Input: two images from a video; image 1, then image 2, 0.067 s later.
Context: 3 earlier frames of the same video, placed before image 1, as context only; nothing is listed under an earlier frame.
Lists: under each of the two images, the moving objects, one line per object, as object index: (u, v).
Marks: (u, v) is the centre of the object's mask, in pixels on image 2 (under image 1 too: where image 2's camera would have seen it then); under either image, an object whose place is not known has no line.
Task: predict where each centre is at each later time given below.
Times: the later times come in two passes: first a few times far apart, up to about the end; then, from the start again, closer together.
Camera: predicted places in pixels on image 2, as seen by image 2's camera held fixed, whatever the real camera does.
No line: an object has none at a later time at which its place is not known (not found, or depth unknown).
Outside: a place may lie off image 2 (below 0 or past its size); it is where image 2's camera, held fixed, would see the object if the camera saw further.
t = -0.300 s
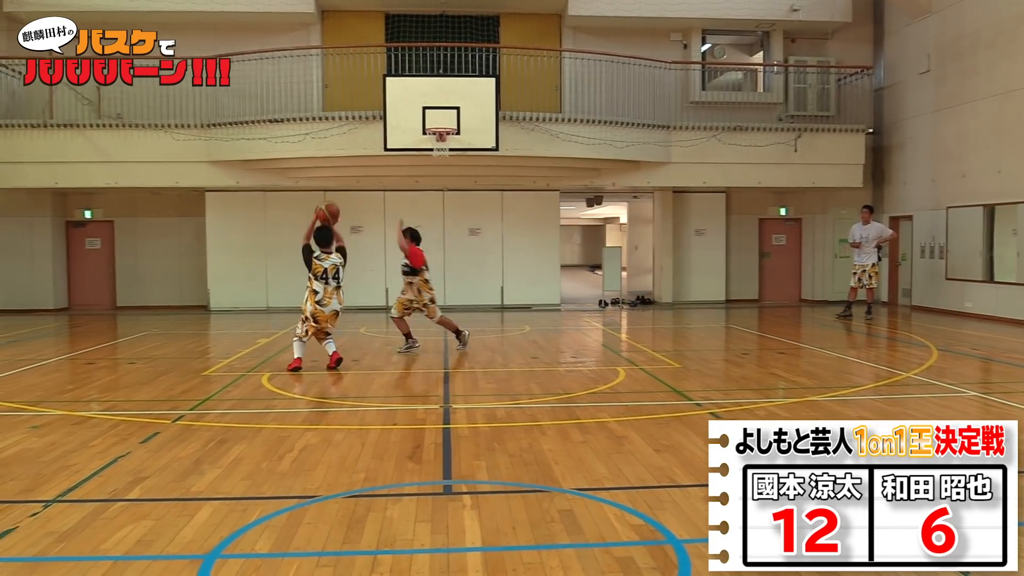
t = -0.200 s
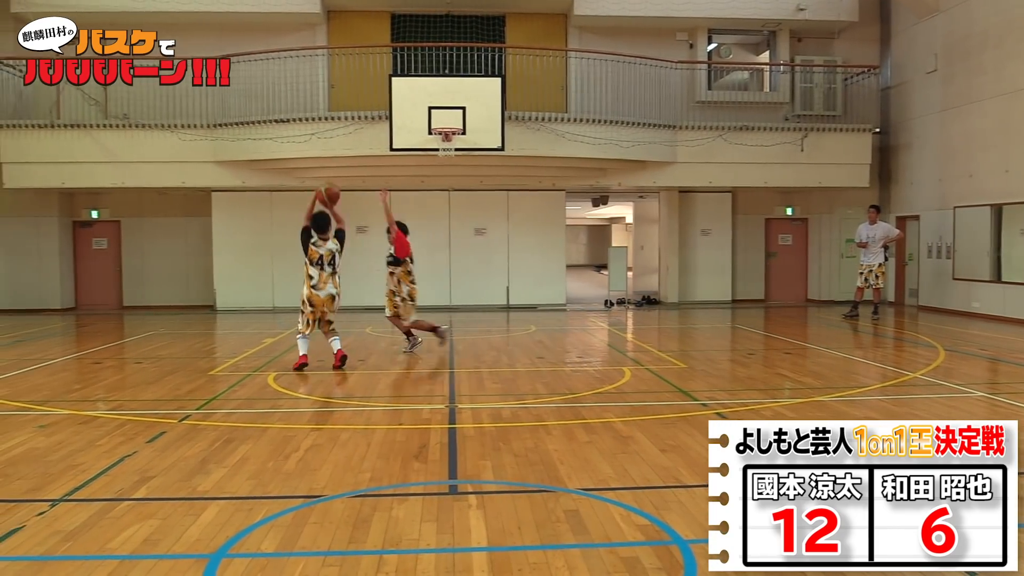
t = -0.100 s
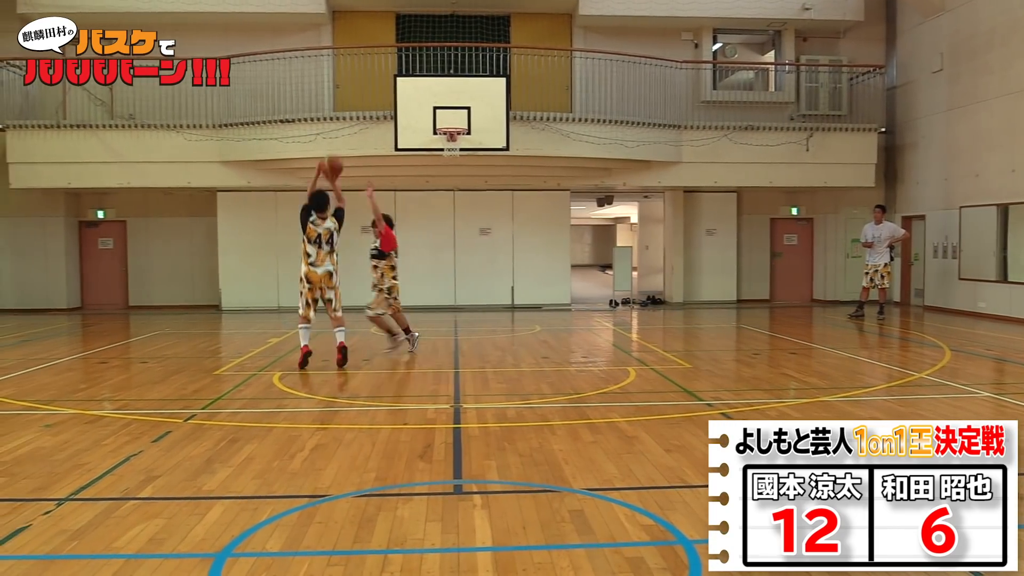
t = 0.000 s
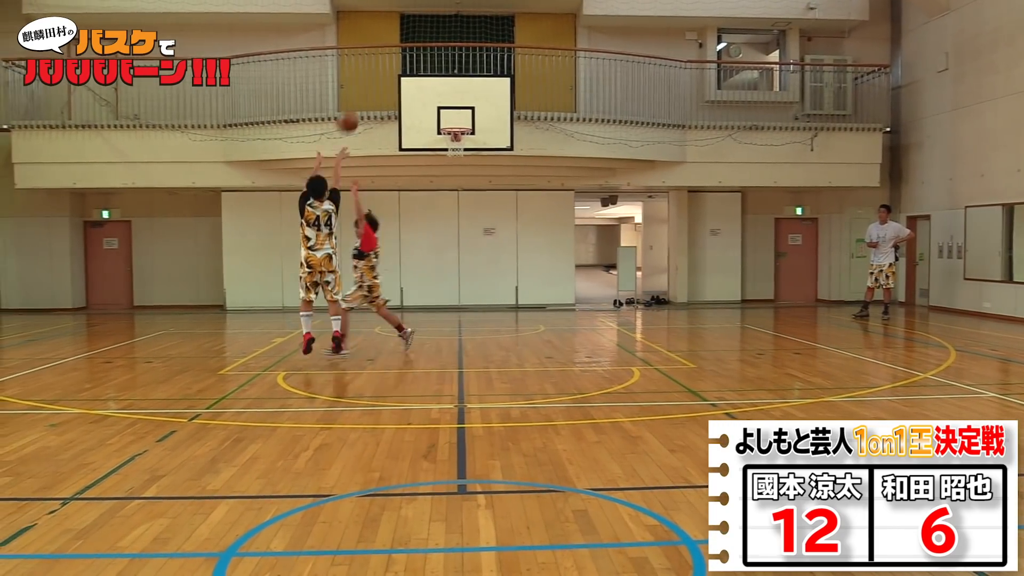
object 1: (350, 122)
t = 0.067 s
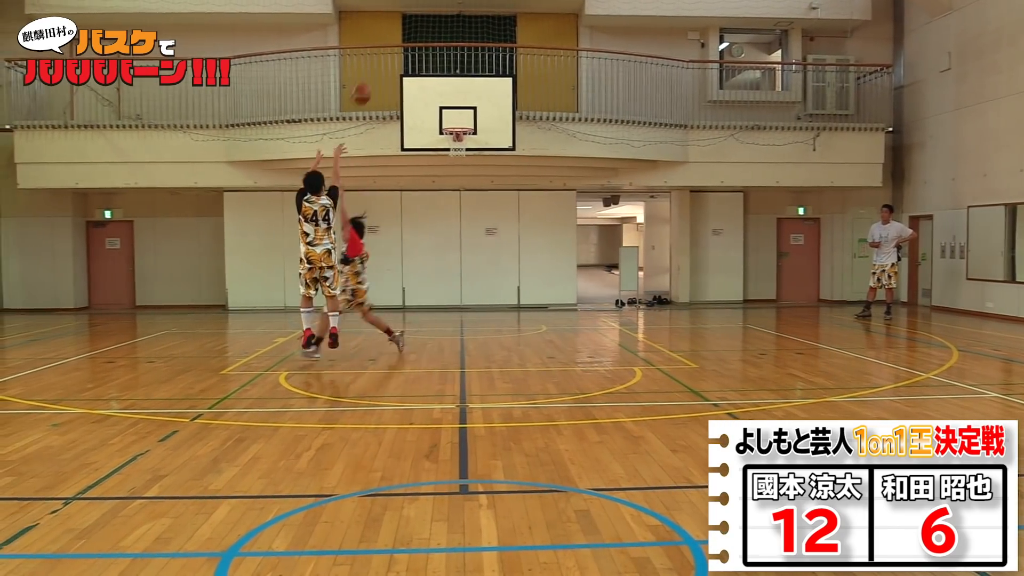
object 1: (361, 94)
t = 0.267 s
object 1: (389, 43)
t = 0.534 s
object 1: (421, 32)
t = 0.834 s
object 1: (452, 78)
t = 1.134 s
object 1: (457, 124)
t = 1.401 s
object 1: (476, 124)
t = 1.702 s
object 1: (495, 151)
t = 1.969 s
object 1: (516, 217)
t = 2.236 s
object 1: (536, 317)
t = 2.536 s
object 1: (561, 232)
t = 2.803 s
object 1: (584, 201)
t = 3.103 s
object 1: (612, 219)
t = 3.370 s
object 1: (630, 282)
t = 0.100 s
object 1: (366, 82)
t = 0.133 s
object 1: (371, 72)
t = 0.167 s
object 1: (376, 63)
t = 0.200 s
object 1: (380, 55)
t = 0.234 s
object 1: (385, 49)
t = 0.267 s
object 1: (389, 43)
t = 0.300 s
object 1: (394, 38)
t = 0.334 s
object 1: (398, 34)
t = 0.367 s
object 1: (402, 32)
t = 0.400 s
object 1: (406, 30)
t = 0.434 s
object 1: (410, 29)
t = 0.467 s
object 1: (414, 29)
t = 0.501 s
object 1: (418, 30)
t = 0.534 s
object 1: (421, 32)
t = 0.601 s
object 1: (429, 37)
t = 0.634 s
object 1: (432, 41)
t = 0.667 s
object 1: (436, 45)
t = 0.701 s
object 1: (440, 51)
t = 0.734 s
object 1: (443, 56)
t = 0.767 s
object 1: (446, 63)
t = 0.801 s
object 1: (449, 70)
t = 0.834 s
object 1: (452, 78)
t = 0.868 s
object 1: (455, 86)
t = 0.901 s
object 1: (458, 94)
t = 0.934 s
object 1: (461, 103)
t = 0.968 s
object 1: (464, 114)
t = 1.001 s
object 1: (466, 122)
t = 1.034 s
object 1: (461, 124)
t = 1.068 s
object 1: (453, 125)
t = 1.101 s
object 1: (453, 124)
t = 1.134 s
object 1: (457, 124)
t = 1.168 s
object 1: (460, 123)
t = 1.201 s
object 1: (462, 121)
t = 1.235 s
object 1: (464, 121)
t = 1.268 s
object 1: (466, 120)
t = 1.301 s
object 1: (469, 120)
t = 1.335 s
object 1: (471, 121)
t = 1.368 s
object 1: (473, 122)
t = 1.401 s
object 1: (476, 124)
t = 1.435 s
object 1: (477, 127)
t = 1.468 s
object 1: (477, 129)
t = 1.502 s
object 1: (480, 130)
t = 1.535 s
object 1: (482, 132)
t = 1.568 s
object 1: (484, 134)
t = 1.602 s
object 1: (487, 138)
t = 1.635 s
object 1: (490, 142)
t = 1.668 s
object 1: (492, 146)
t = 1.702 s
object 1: (495, 151)
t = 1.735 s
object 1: (497, 157)
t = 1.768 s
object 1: (500, 164)
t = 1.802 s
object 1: (503, 171)
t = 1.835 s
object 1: (505, 179)
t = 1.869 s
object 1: (509, 187)
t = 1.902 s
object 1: (511, 197)
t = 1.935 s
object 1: (514, 206)
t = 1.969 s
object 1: (516, 217)
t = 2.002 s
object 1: (519, 228)
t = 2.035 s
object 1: (521, 240)
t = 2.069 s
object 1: (523, 252)
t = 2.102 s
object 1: (526, 265)
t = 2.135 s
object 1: (529, 279)
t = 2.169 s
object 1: (531, 294)
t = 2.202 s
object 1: (533, 309)
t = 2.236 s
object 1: (536, 317)
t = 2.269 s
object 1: (539, 304)
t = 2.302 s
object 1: (541, 294)
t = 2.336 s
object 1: (544, 283)
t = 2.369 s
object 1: (547, 273)
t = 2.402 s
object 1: (549, 263)
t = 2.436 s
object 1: (552, 253)
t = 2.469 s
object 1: (555, 246)
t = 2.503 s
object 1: (558, 238)
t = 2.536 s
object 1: (561, 232)
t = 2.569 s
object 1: (564, 225)
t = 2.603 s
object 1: (567, 220)
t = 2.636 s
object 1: (570, 215)
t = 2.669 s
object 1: (573, 211)
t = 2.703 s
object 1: (575, 208)
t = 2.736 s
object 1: (578, 205)
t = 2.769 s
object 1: (581, 203)
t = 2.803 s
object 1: (584, 201)
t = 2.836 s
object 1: (587, 201)
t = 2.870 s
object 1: (590, 201)
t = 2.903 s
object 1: (593, 201)
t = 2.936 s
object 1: (596, 203)
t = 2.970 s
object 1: (600, 205)
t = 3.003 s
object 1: (602, 207)
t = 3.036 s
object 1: (605, 211)
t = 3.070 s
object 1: (608, 215)
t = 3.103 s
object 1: (612, 219)
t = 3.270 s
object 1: (624, 255)
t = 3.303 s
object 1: (625, 263)
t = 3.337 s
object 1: (628, 272)
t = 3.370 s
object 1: (630, 282)
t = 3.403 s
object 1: (633, 293)
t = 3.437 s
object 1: (635, 304)
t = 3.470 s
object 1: (637, 315)
